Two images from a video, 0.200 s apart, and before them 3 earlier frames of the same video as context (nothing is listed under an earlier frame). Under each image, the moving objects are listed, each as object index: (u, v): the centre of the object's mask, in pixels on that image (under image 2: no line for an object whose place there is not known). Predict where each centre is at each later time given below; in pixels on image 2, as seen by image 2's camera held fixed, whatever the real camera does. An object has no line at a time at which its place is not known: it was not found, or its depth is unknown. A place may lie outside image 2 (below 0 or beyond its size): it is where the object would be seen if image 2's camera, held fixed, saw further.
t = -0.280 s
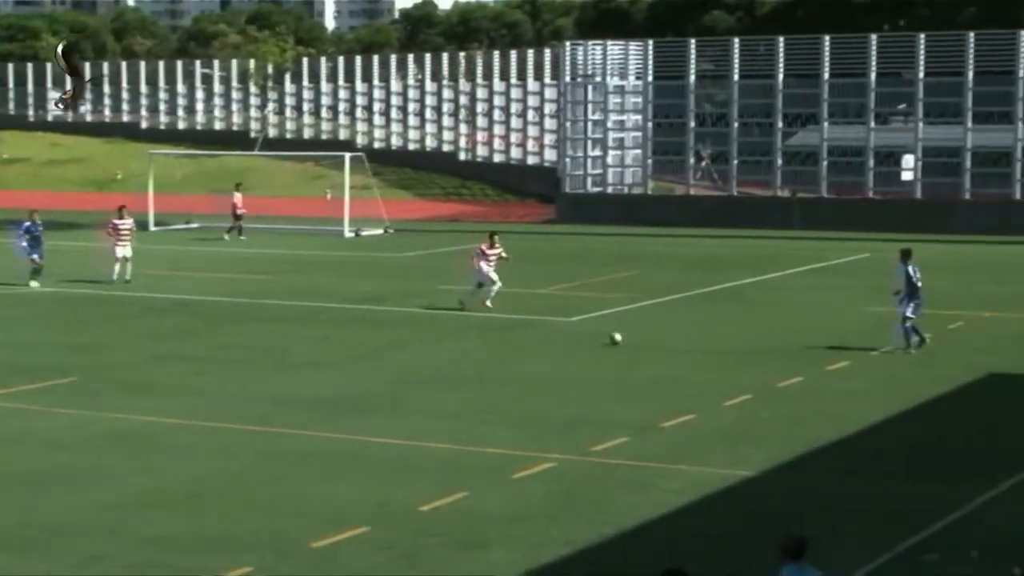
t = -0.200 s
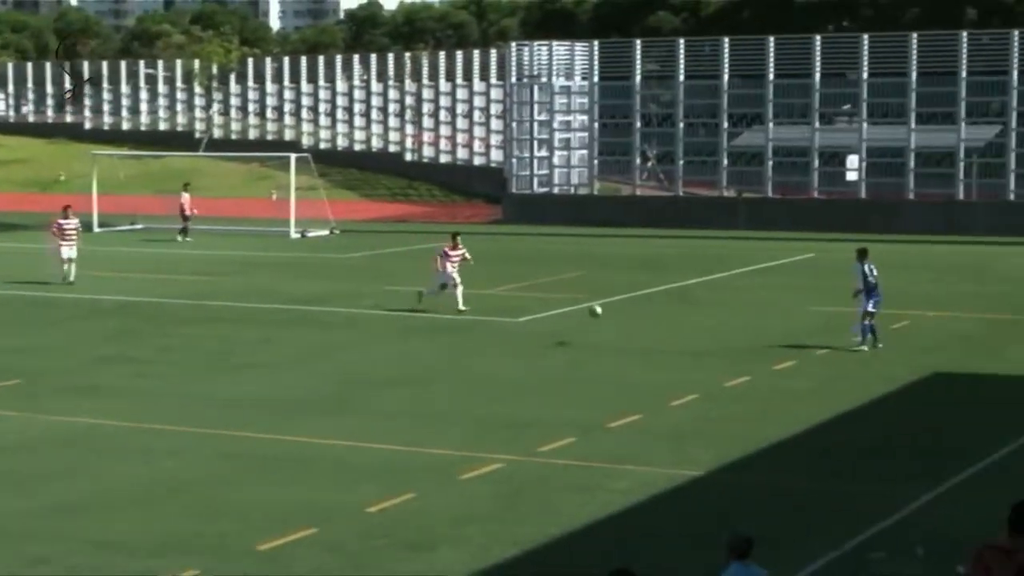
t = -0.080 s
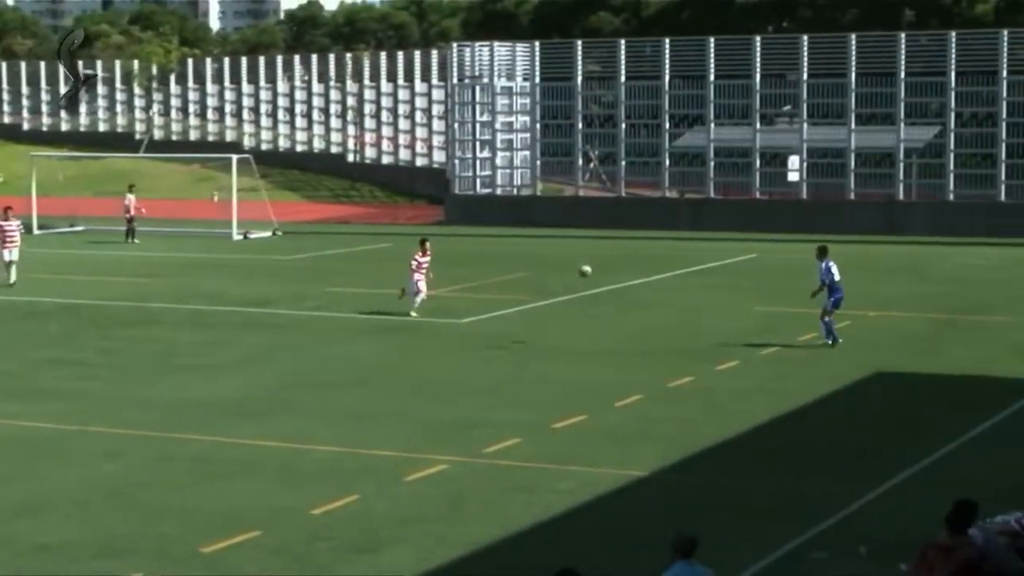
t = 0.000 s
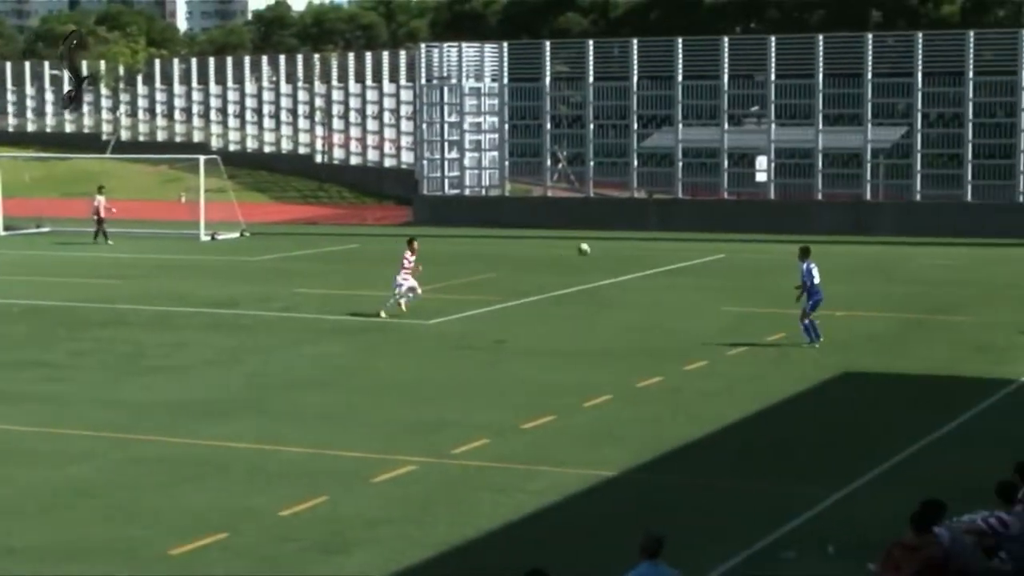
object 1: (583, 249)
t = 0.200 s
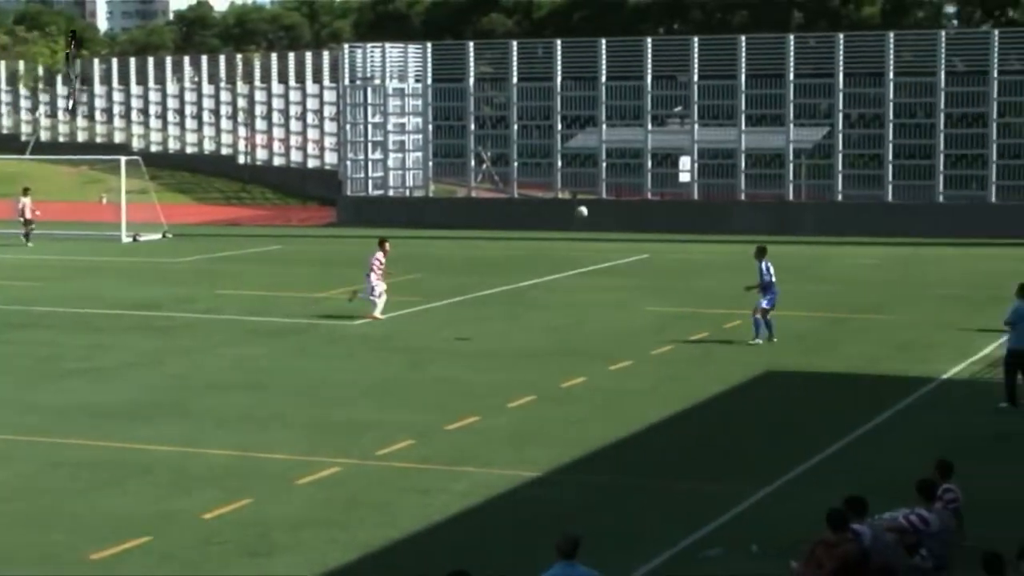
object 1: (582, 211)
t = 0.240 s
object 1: (597, 207)
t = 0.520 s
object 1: (694, 197)
